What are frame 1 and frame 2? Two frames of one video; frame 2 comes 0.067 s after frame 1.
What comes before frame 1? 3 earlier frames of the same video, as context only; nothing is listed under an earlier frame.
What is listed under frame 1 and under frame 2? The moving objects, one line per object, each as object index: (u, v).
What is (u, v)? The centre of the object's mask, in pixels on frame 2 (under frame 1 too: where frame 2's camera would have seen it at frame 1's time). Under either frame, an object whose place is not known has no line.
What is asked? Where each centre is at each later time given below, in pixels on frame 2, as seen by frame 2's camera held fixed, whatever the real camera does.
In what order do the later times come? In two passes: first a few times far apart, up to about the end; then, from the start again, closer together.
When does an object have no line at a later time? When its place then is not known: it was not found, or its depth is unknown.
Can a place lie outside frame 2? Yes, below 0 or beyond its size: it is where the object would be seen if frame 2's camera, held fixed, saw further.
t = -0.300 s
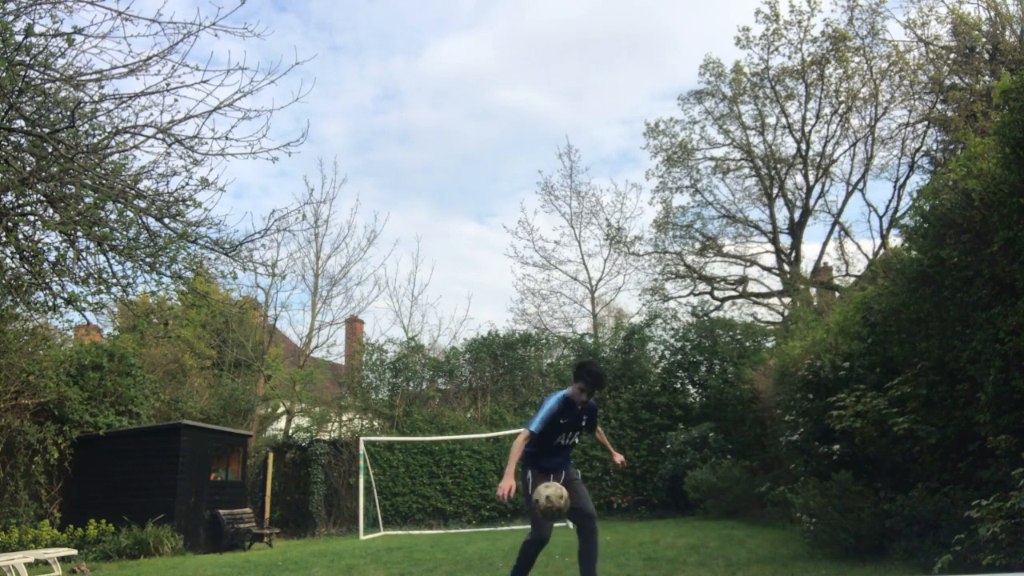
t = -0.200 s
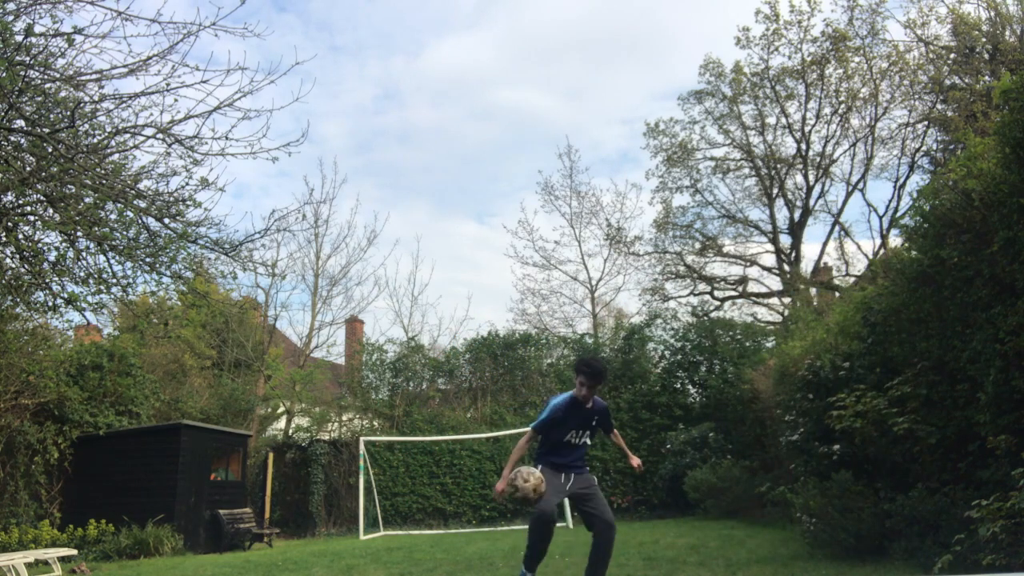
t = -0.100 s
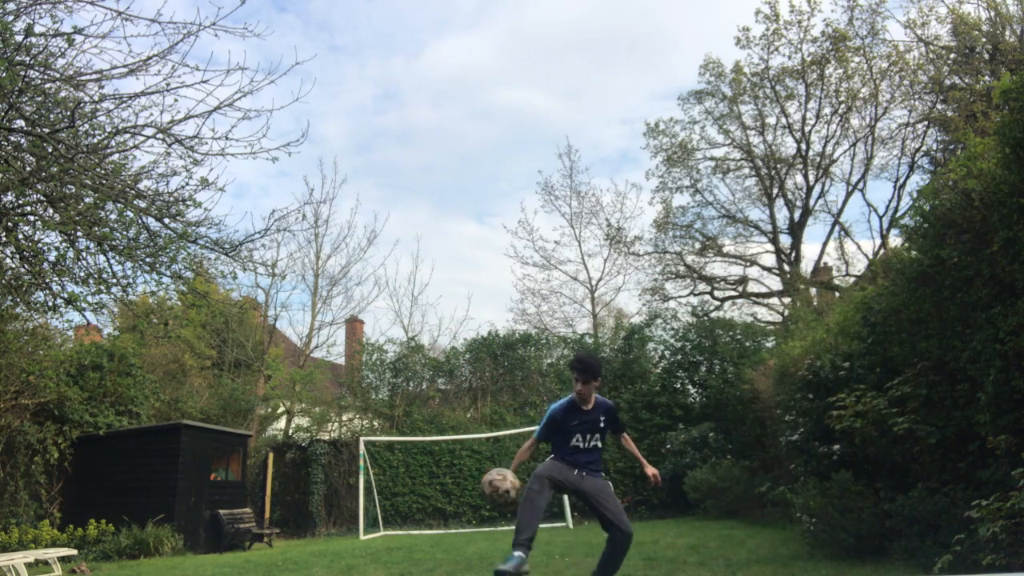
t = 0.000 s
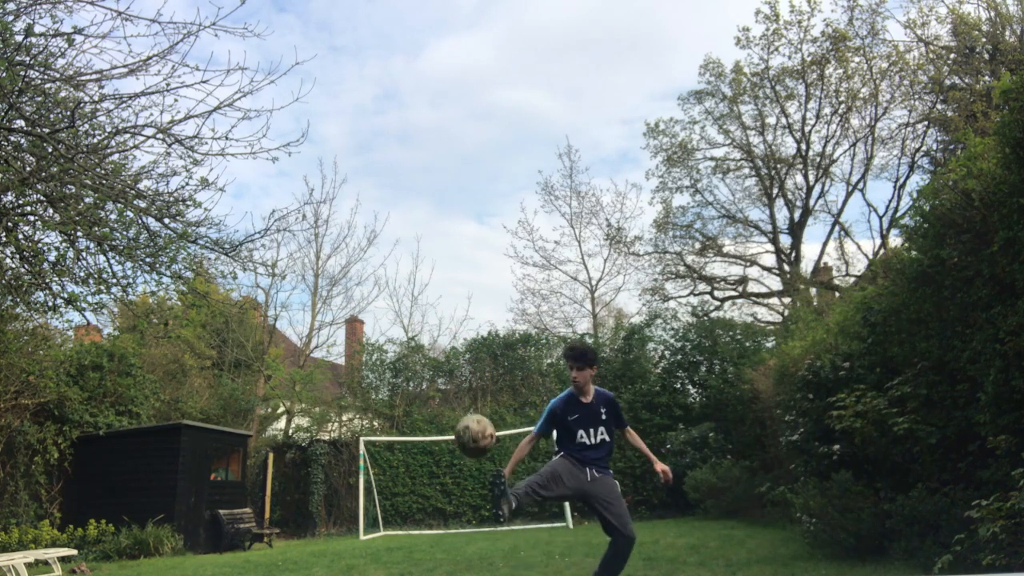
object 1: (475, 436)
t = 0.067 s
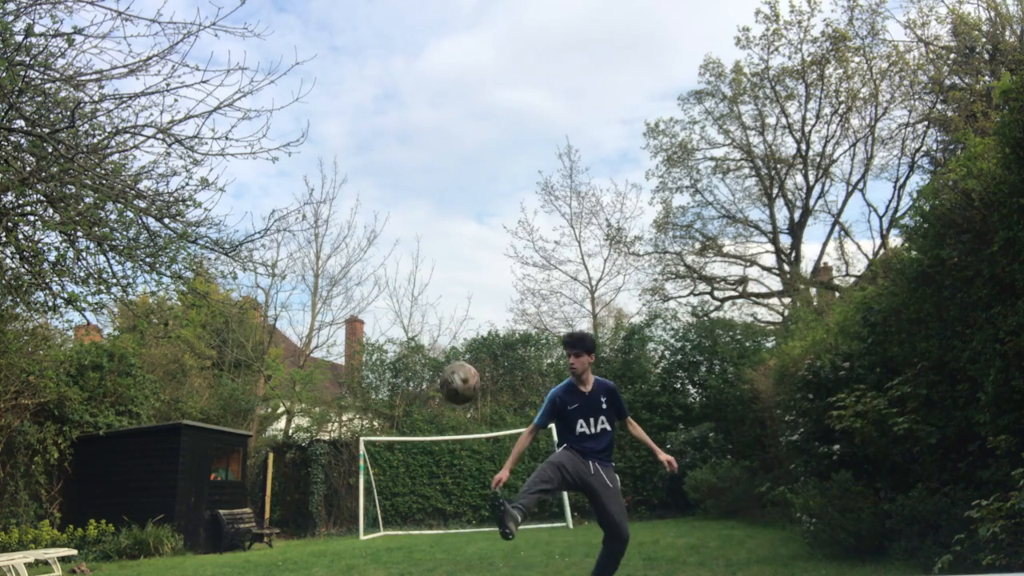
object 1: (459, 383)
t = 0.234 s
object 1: (422, 291)
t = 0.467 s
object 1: (370, 248)
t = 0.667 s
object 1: (320, 290)
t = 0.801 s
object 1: (282, 363)
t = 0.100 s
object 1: (452, 361)
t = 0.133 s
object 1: (444, 340)
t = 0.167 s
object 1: (437, 321)
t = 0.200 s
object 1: (429, 305)
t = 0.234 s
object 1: (422, 291)
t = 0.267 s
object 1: (415, 279)
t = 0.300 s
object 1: (407, 269)
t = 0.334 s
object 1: (400, 261)
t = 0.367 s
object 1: (392, 255)
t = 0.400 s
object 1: (385, 250)
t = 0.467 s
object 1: (370, 248)
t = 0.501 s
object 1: (362, 250)
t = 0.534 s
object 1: (354, 254)
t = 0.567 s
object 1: (346, 260)
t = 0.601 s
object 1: (337, 267)
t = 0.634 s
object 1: (328, 278)
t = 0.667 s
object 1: (320, 290)
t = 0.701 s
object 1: (310, 304)
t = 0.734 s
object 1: (301, 322)
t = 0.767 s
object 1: (292, 341)
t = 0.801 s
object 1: (282, 363)
